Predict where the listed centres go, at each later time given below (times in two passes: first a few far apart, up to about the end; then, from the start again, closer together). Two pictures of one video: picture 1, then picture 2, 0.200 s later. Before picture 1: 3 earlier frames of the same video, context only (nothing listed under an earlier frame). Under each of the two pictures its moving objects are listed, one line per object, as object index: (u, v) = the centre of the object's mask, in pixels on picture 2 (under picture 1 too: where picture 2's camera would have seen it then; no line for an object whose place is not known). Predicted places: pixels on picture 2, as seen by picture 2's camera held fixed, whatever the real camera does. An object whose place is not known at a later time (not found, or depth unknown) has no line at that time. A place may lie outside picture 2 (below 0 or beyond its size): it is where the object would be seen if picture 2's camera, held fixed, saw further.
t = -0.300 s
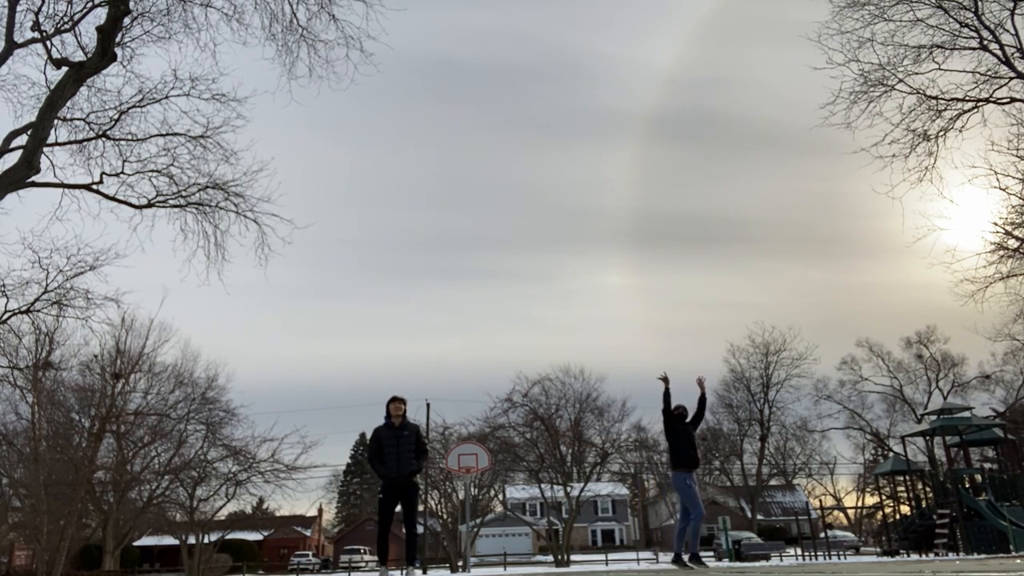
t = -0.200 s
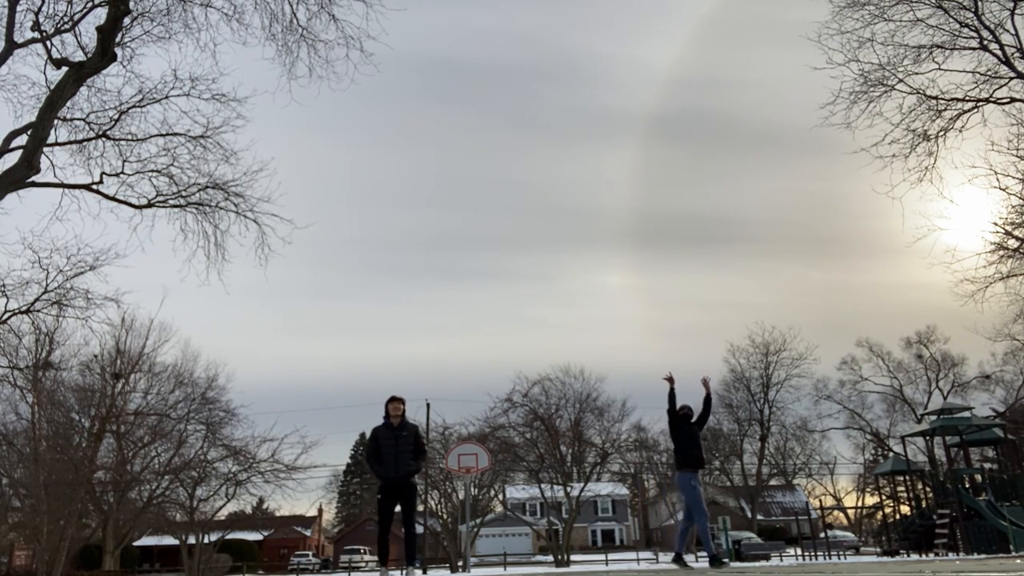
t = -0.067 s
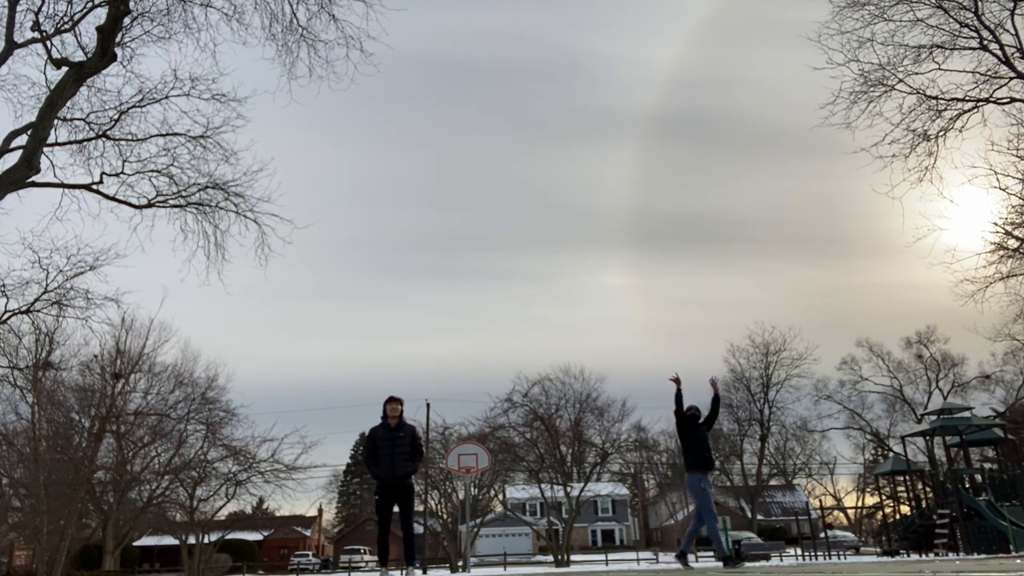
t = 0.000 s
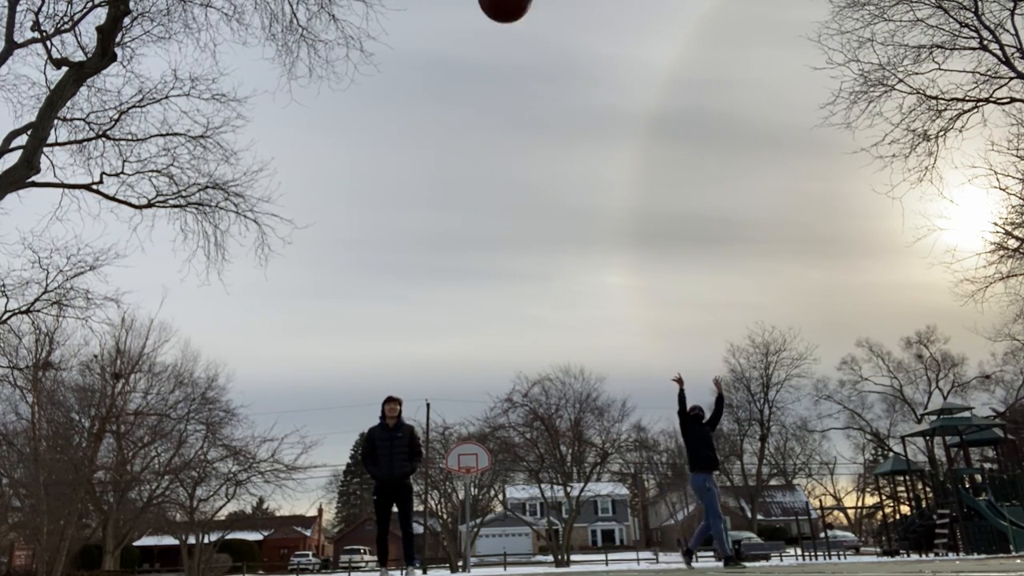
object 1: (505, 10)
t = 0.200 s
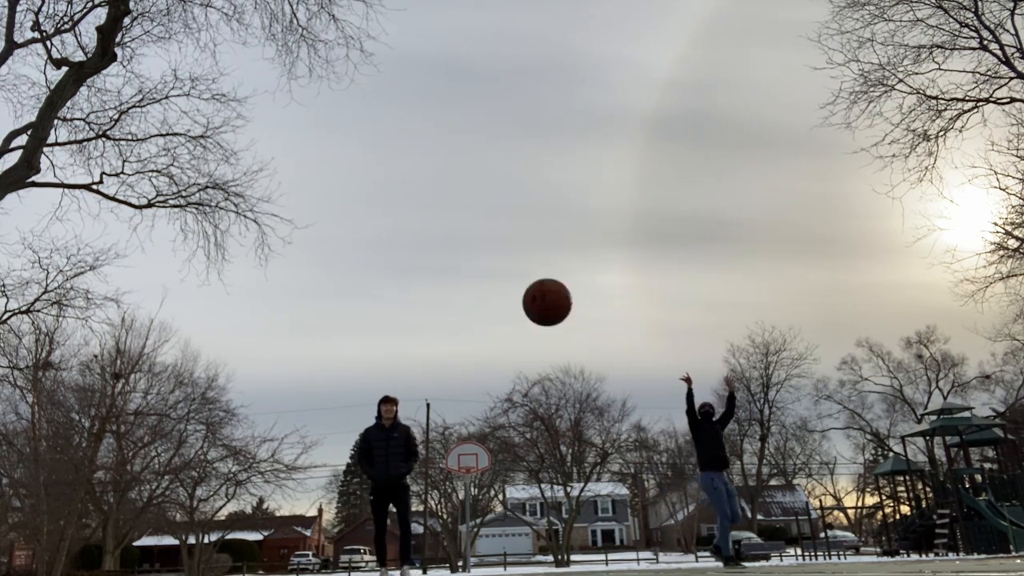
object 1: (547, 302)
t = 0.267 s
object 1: (560, 406)
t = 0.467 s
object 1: (584, 466)
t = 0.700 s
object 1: (598, 378)
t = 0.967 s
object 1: (615, 387)
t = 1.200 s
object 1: (631, 454)
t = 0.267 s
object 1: (560, 406)
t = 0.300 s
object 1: (566, 459)
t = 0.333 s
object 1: (572, 514)
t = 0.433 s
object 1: (582, 491)
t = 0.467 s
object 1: (584, 466)
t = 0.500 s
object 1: (586, 446)
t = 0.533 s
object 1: (588, 429)
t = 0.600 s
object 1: (592, 401)
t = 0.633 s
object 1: (594, 391)
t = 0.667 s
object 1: (596, 383)
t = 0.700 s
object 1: (598, 378)
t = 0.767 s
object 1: (602, 372)
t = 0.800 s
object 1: (604, 371)
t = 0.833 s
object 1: (606, 372)
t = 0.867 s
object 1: (609, 374)
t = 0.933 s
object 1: (613, 381)
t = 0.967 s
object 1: (615, 387)
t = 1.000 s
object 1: (617, 394)
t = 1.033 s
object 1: (620, 401)
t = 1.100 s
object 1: (624, 419)
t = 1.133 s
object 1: (626, 430)
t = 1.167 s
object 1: (629, 441)
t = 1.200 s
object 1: (631, 454)
